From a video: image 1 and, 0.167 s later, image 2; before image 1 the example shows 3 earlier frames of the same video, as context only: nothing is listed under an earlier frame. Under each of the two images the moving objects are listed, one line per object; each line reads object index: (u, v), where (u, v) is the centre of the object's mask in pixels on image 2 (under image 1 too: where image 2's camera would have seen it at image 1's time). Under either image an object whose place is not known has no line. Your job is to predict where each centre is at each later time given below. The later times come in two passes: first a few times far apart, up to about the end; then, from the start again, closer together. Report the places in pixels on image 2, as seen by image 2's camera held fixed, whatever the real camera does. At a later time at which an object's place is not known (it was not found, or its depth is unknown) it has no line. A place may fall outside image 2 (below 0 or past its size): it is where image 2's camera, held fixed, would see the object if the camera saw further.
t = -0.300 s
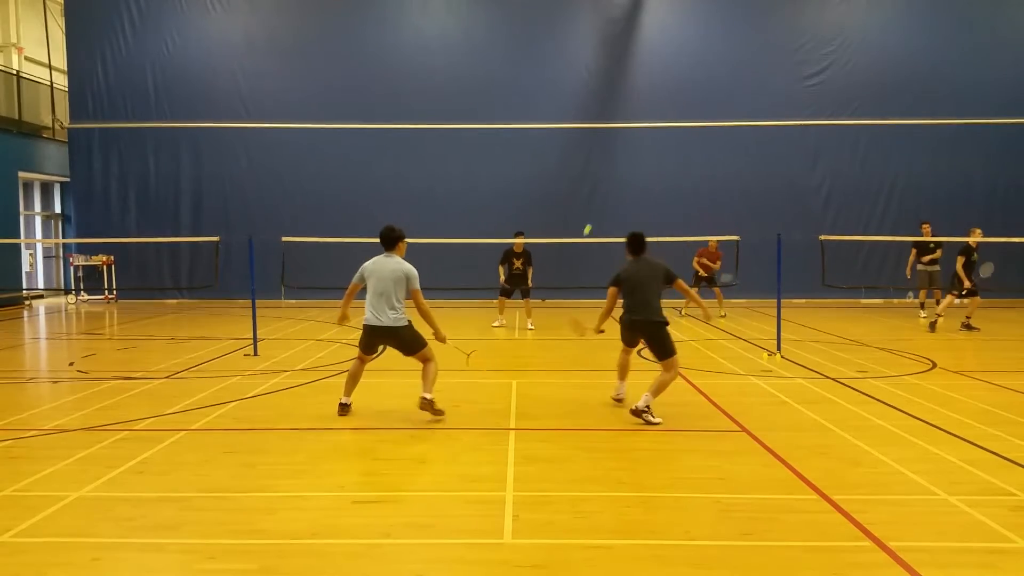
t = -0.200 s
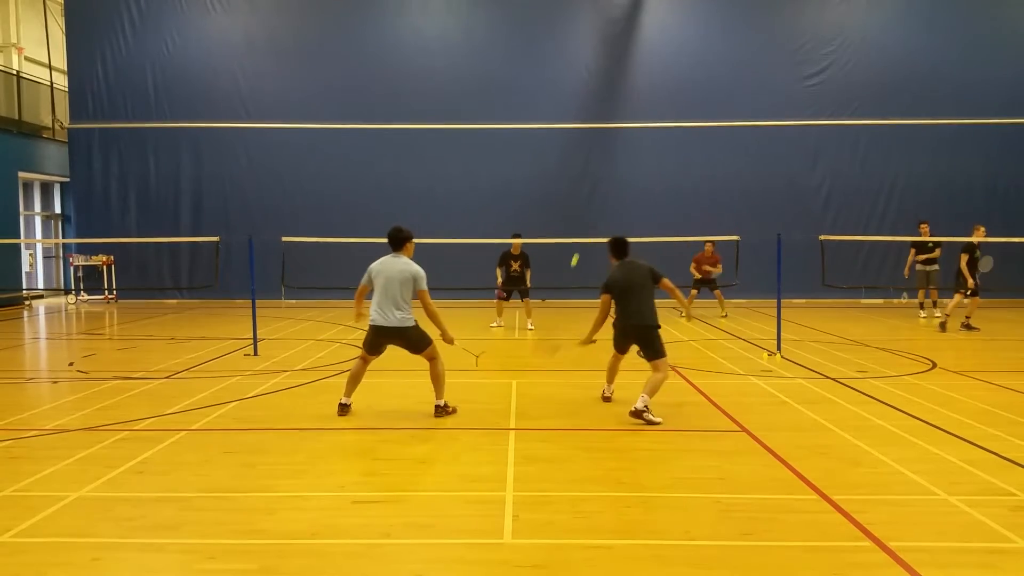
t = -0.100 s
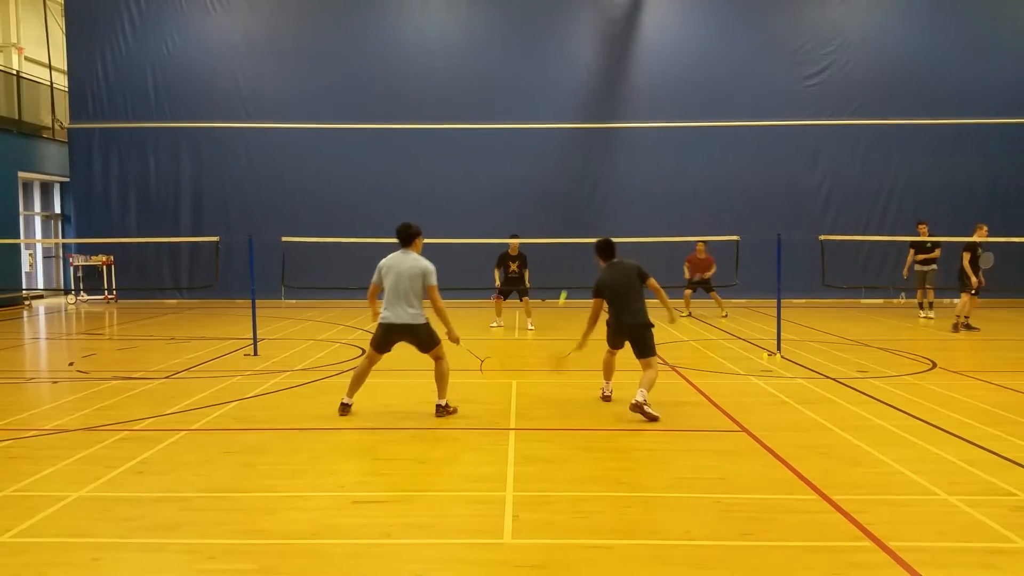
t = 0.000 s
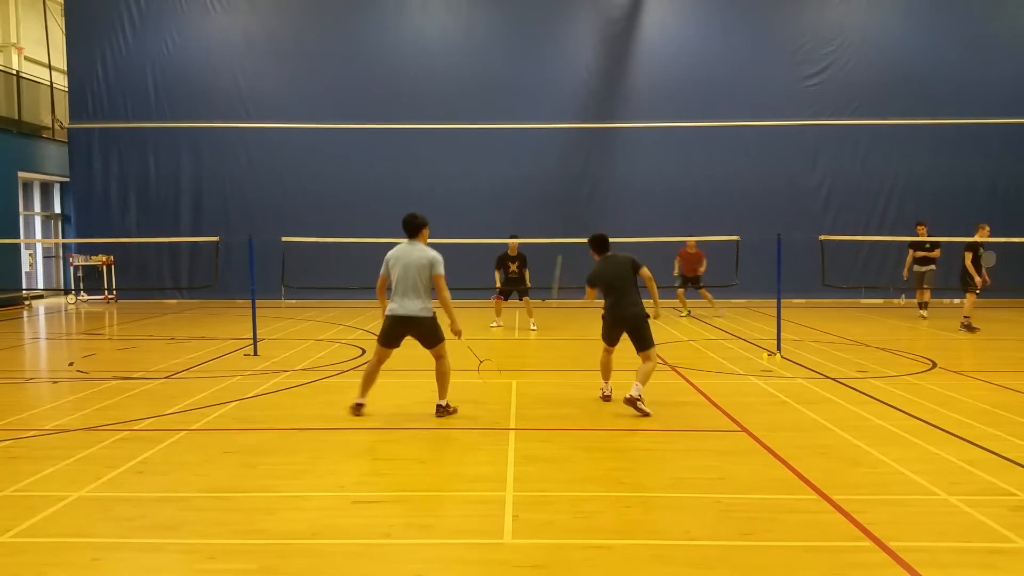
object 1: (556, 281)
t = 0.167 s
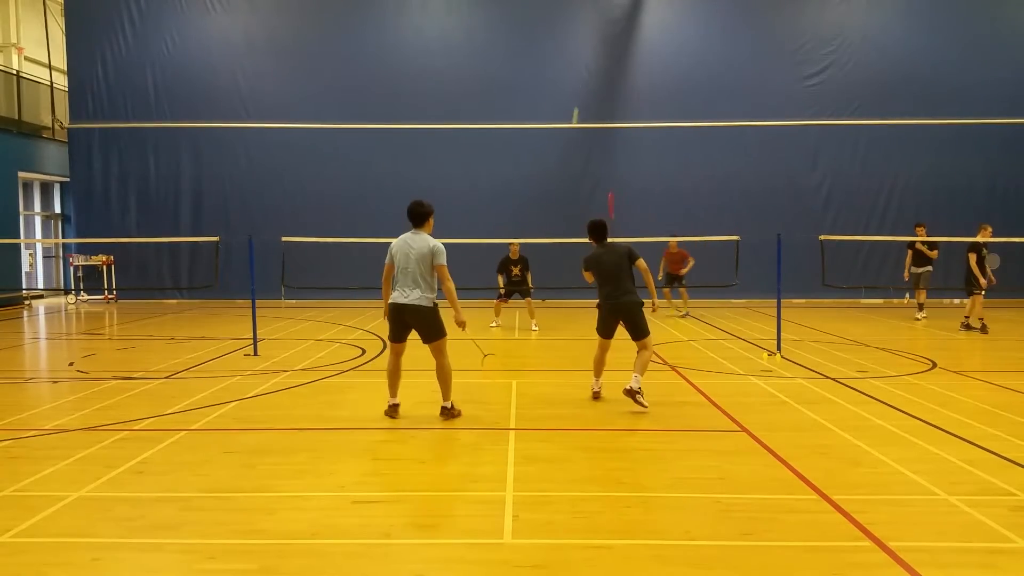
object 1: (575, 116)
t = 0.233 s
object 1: (578, 87)
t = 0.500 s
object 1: (587, 40)
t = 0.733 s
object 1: (592, 46)
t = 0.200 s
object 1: (577, 101)
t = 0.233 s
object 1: (578, 87)
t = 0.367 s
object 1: (584, 54)
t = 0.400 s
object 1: (585, 49)
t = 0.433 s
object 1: (586, 45)
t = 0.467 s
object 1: (586, 42)
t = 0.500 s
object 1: (587, 40)
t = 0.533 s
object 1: (588, 39)
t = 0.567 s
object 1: (589, 38)
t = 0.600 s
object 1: (589, 39)
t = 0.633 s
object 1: (590, 40)
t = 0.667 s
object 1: (591, 41)
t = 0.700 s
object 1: (592, 43)
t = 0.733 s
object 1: (592, 46)
